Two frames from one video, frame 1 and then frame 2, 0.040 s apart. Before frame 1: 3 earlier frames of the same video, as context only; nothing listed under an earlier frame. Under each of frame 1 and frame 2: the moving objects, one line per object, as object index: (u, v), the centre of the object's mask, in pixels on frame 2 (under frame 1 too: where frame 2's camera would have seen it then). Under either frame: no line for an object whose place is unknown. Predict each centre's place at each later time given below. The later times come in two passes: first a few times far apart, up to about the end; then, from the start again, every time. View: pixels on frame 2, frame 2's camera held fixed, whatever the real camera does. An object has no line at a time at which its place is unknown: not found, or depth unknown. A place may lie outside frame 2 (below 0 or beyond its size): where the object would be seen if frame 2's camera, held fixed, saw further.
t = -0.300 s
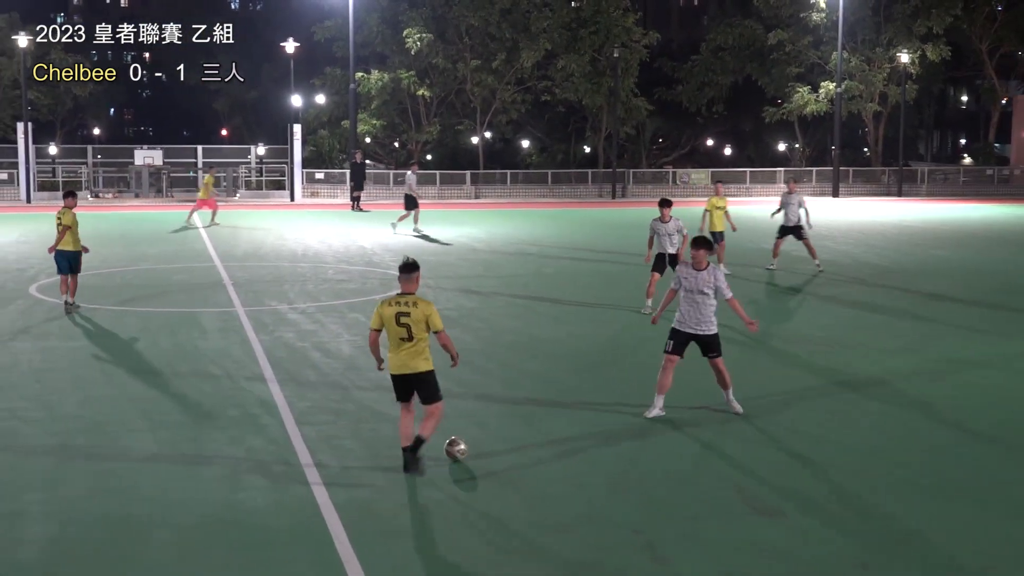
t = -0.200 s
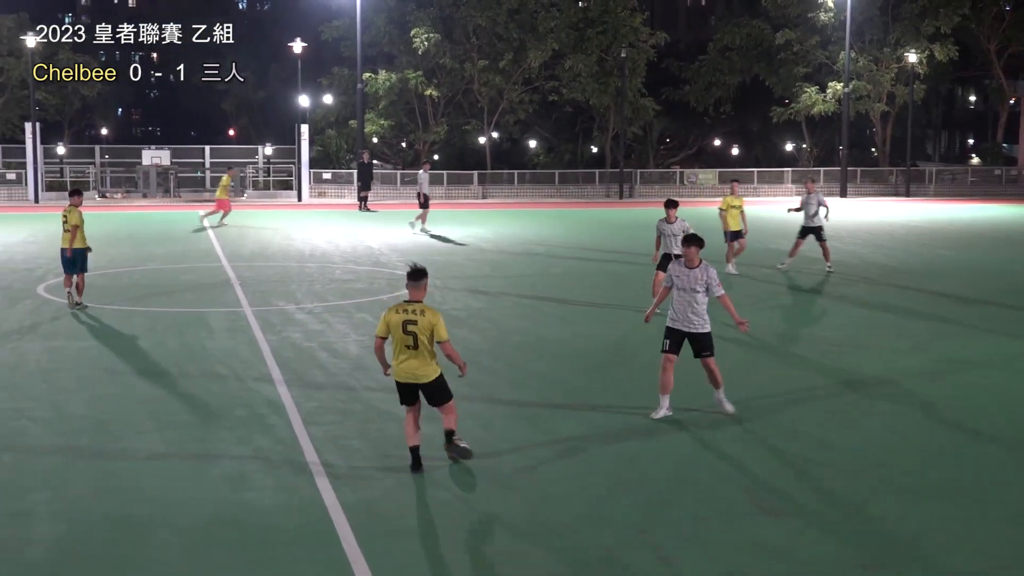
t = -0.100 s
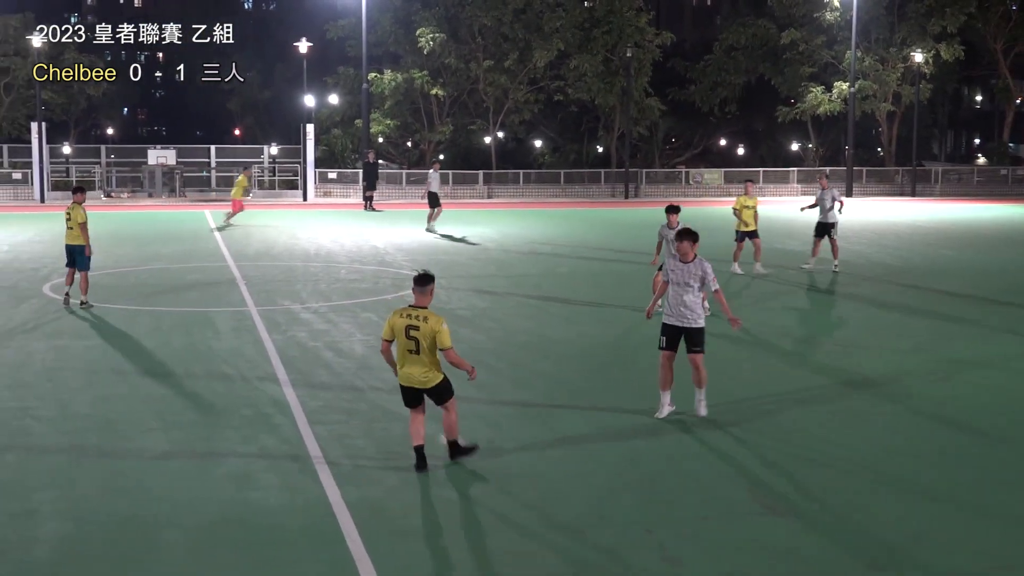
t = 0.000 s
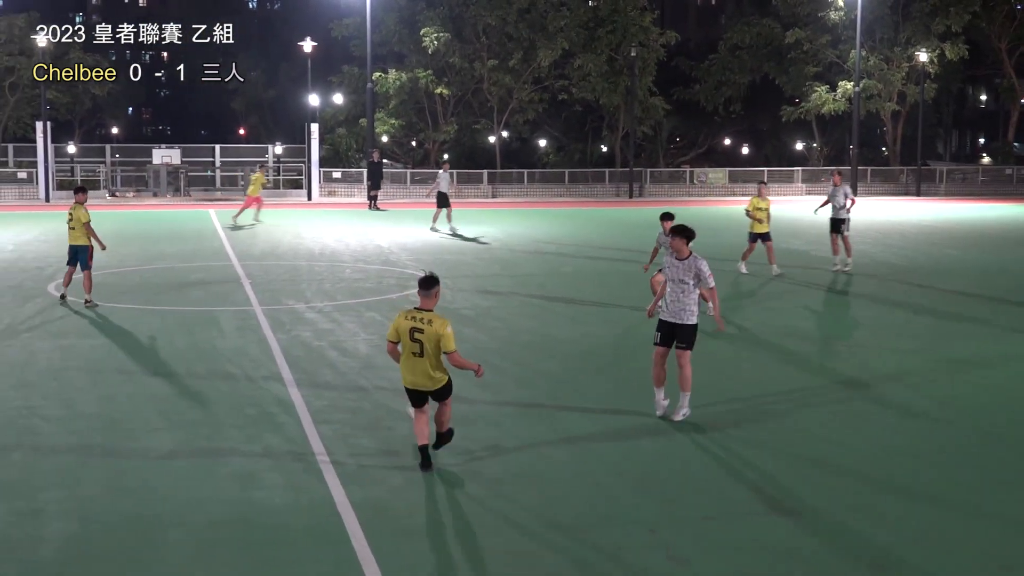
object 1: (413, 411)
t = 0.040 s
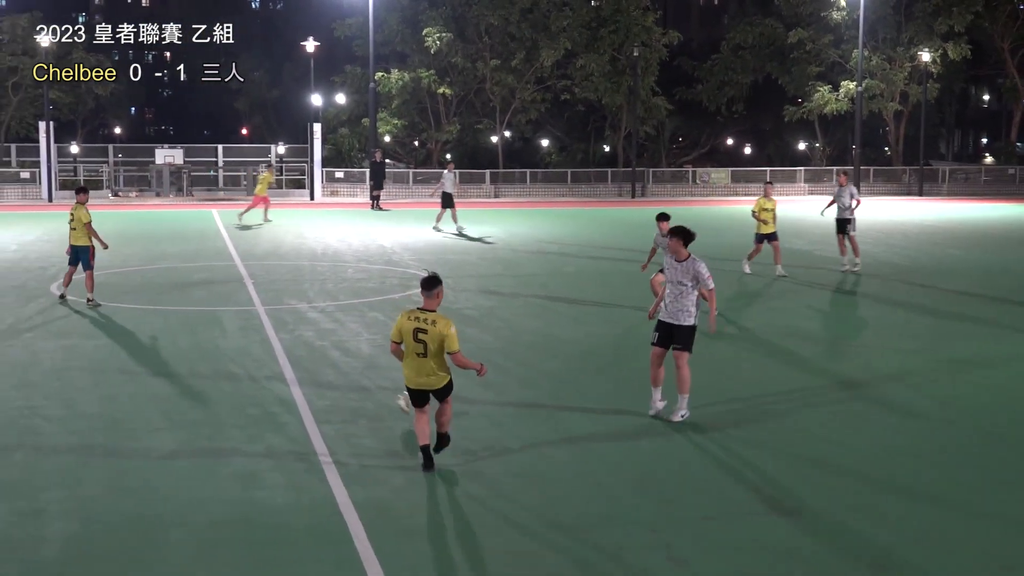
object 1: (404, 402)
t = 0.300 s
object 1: (342, 361)
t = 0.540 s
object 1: (303, 339)
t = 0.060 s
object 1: (400, 399)
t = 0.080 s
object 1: (395, 396)
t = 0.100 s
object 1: (389, 393)
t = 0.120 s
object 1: (383, 391)
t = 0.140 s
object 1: (377, 389)
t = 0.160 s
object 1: (371, 385)
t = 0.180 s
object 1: (368, 380)
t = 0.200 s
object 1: (363, 375)
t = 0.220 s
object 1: (359, 372)
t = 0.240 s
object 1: (355, 368)
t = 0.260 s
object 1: (350, 366)
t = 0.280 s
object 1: (348, 363)
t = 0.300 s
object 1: (342, 361)
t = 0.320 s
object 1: (338, 359)
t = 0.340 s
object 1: (334, 359)
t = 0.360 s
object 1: (331, 358)
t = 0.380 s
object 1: (326, 357)
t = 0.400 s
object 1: (323, 353)
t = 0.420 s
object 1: (320, 350)
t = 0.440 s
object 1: (317, 347)
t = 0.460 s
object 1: (315, 346)
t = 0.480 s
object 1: (311, 343)
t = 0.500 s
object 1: (308, 341)
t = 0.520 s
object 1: (306, 340)
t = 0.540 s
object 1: (303, 339)
